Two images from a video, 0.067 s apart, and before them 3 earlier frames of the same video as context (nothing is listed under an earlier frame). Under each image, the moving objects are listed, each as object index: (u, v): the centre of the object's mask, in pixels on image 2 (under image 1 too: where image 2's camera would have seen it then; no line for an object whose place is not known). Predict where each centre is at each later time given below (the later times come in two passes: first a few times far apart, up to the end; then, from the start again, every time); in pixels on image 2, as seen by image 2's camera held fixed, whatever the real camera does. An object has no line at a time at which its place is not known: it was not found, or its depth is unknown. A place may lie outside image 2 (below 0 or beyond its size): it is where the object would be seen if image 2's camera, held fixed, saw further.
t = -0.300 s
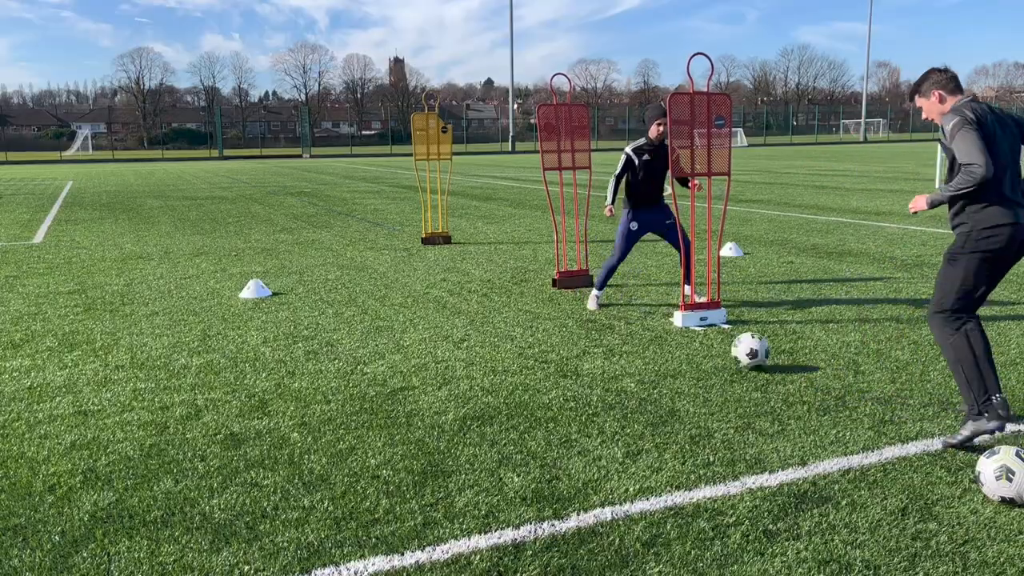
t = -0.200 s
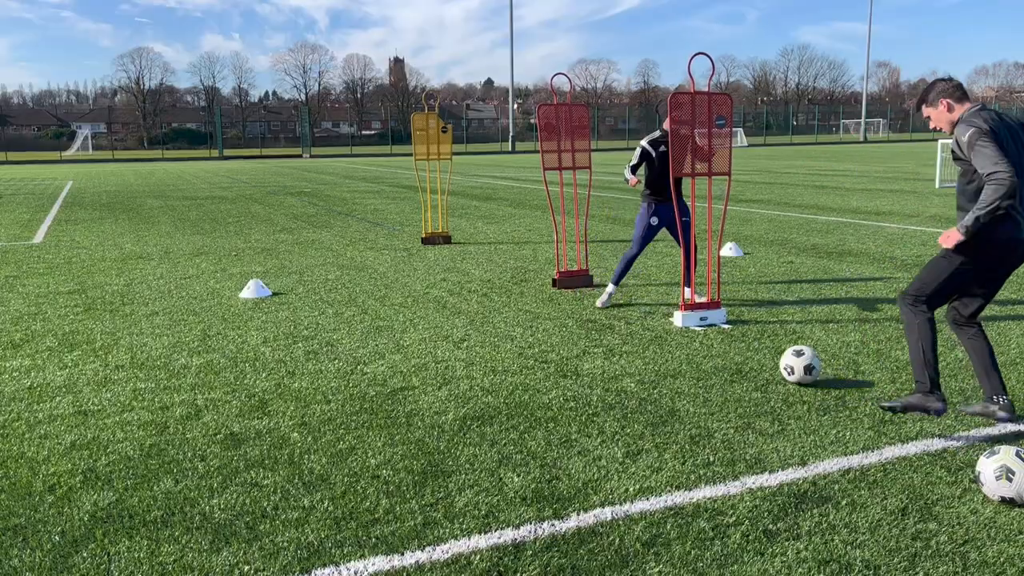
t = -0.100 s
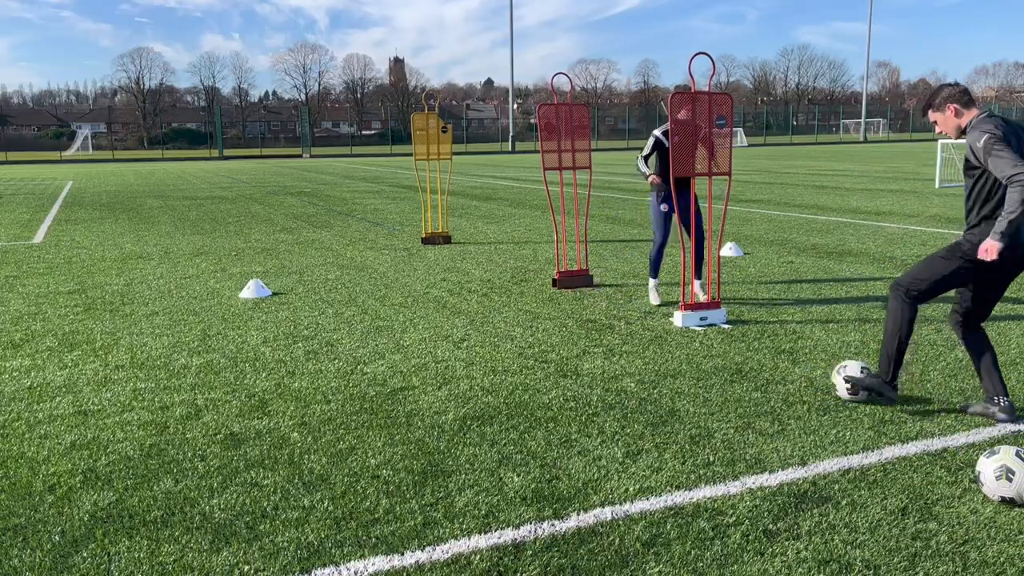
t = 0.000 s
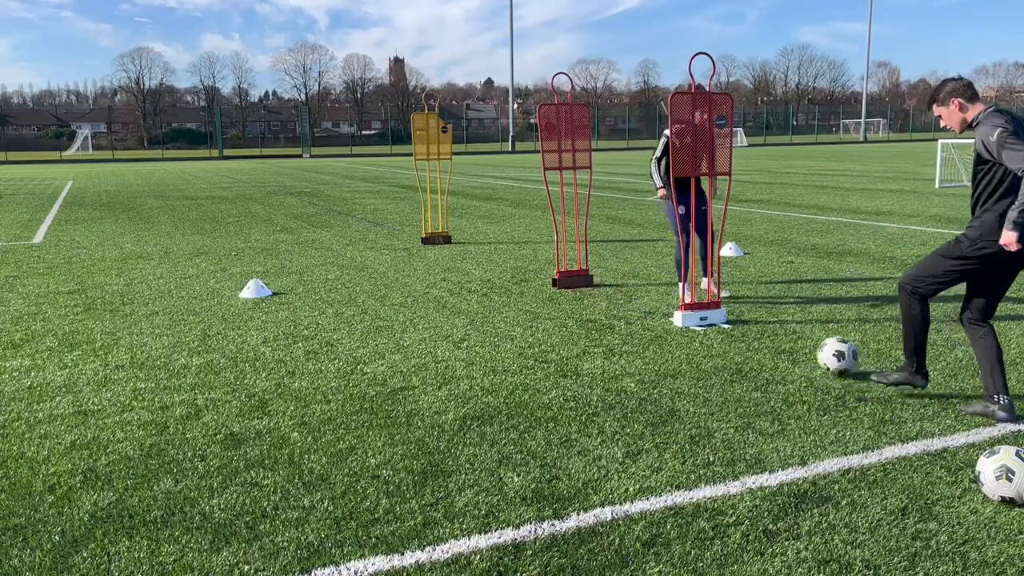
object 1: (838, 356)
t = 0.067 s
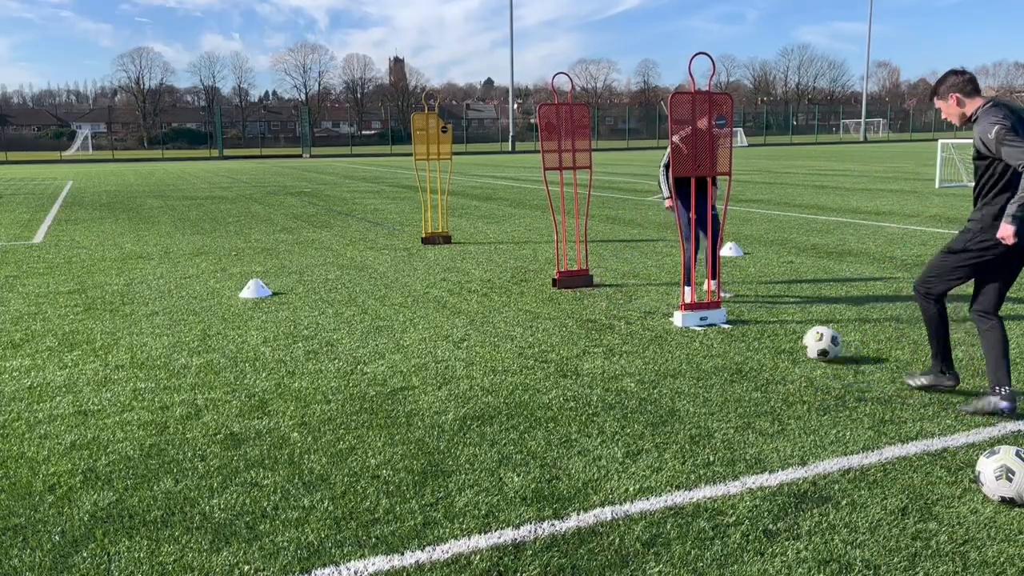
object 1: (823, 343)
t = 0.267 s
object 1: (794, 315)
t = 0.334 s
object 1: (788, 307)
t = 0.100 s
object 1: (815, 338)
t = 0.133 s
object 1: (811, 330)
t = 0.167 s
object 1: (807, 325)
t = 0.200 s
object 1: (802, 321)
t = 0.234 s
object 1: (798, 318)
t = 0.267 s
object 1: (794, 315)
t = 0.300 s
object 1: (791, 309)
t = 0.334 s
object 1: (788, 307)
